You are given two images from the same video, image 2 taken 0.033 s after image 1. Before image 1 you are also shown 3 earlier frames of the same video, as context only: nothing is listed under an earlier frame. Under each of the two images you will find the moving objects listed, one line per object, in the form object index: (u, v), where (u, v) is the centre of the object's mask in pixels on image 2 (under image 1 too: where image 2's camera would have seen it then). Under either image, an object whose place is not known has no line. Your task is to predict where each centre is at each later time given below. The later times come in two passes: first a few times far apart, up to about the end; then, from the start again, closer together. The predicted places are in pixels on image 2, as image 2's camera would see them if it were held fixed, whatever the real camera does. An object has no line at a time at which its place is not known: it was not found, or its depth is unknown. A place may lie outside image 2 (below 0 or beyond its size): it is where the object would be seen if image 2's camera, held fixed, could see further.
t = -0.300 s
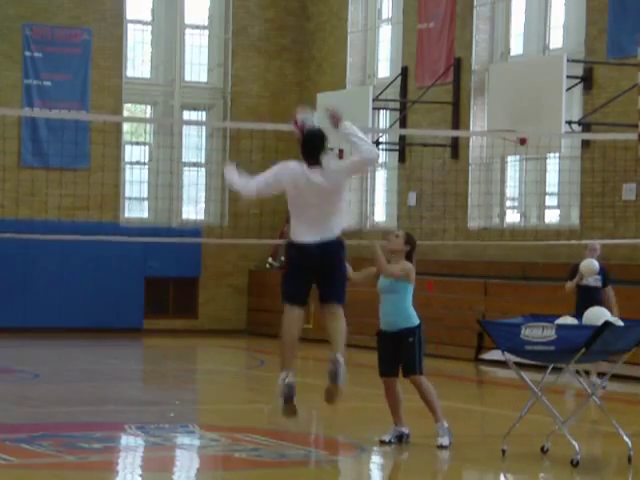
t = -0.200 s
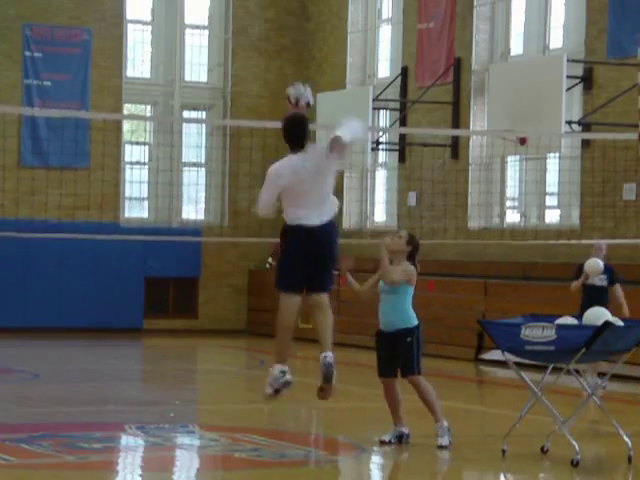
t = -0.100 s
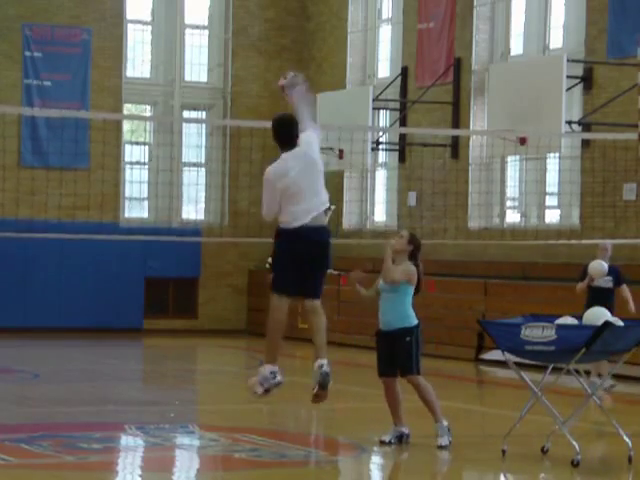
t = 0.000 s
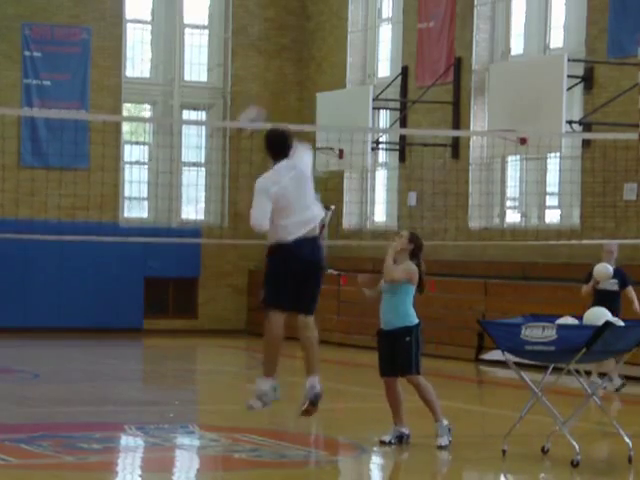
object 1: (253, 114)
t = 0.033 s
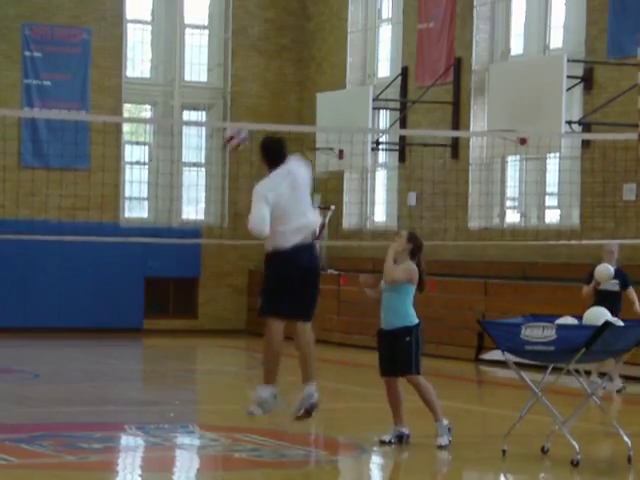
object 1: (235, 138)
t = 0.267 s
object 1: (156, 256)
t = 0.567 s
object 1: (94, 323)
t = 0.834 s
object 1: (71, 242)
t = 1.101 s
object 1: (49, 227)
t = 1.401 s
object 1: (27, 277)
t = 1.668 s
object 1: (11, 312)
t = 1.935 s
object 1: (-1, 269)
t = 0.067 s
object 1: (224, 153)
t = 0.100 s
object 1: (213, 168)
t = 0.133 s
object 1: (195, 191)
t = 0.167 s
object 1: (187, 204)
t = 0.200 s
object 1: (177, 225)
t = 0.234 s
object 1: (168, 237)
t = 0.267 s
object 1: (156, 256)
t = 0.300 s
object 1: (147, 271)
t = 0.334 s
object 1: (138, 289)
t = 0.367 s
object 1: (130, 306)
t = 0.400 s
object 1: (121, 324)
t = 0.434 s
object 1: (115, 338)
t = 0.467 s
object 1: (108, 357)
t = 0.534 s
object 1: (98, 337)
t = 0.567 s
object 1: (94, 323)
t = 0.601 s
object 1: (91, 309)
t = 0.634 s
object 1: (88, 294)
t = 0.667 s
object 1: (86, 283)
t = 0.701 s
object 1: (82, 272)
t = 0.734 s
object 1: (79, 263)
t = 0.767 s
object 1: (76, 254)
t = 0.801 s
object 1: (73, 247)
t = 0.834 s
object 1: (71, 242)
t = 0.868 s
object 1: (68, 234)
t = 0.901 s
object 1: (65, 231)
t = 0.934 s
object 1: (62, 229)
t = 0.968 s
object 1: (59, 226)
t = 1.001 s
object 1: (56, 225)
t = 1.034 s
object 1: (54, 225)
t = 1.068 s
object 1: (51, 226)
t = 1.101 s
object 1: (49, 227)
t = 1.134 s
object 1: (47, 228)
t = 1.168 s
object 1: (43, 232)
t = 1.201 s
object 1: (41, 237)
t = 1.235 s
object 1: (38, 243)
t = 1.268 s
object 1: (37, 248)
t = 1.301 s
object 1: (34, 254)
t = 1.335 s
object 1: (31, 260)
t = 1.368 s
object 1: (30, 267)
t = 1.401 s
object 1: (27, 277)
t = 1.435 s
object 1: (25, 287)
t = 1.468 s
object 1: (23, 295)
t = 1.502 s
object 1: (20, 306)
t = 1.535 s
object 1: (19, 317)
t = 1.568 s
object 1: (17, 328)
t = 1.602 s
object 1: (14, 330)
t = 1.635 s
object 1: (13, 321)
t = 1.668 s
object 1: (11, 312)
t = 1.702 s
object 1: (9, 304)
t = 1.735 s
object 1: (7, 296)
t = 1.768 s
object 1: (6, 290)
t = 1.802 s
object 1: (5, 284)
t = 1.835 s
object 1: (3, 280)
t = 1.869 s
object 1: (2, 276)
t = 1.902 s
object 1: (0, 272)
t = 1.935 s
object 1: (-1, 269)
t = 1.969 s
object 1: (-2, 267)
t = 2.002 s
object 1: (-4, 266)
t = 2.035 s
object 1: (-6, 266)
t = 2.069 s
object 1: (-6, 266)
